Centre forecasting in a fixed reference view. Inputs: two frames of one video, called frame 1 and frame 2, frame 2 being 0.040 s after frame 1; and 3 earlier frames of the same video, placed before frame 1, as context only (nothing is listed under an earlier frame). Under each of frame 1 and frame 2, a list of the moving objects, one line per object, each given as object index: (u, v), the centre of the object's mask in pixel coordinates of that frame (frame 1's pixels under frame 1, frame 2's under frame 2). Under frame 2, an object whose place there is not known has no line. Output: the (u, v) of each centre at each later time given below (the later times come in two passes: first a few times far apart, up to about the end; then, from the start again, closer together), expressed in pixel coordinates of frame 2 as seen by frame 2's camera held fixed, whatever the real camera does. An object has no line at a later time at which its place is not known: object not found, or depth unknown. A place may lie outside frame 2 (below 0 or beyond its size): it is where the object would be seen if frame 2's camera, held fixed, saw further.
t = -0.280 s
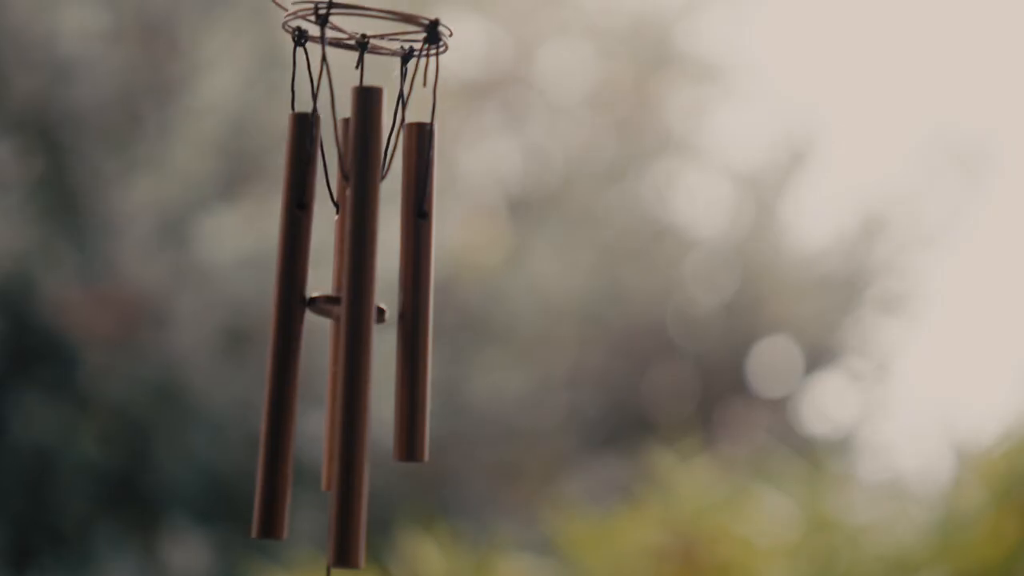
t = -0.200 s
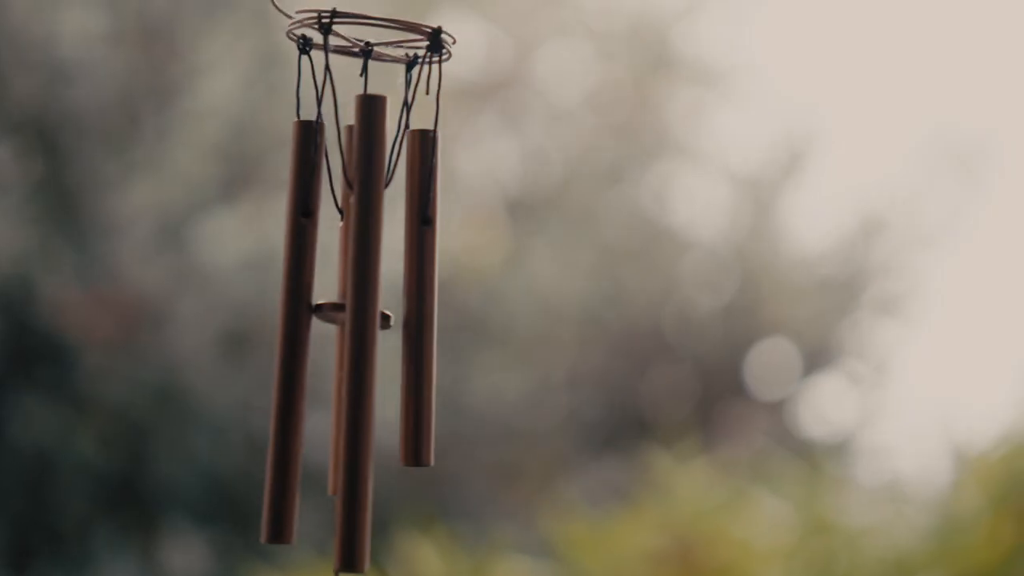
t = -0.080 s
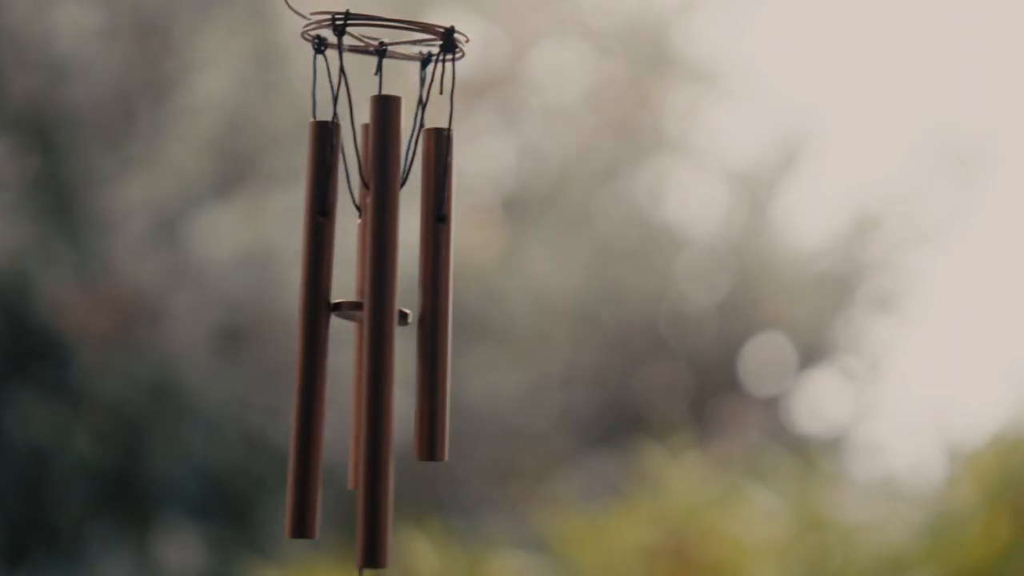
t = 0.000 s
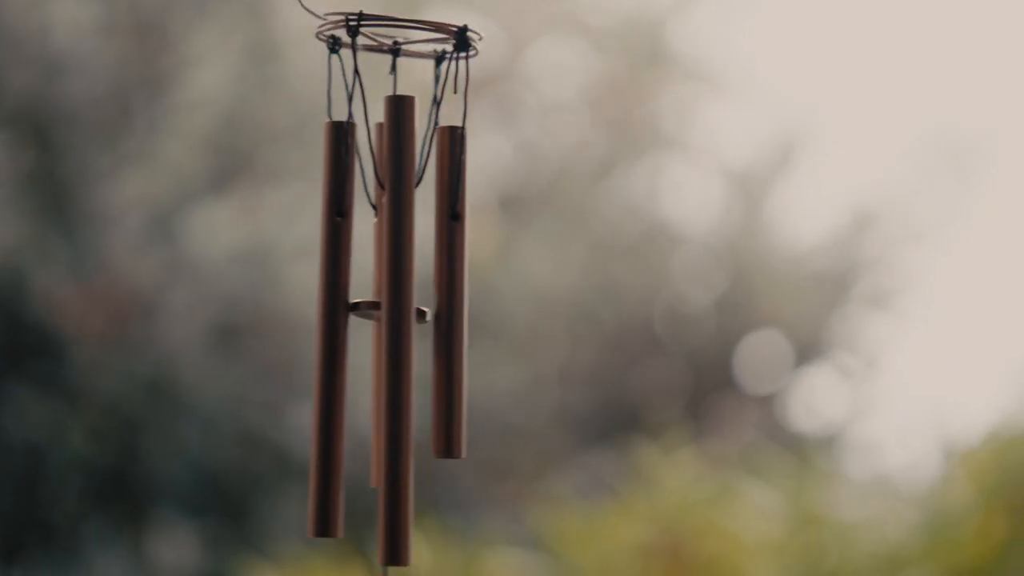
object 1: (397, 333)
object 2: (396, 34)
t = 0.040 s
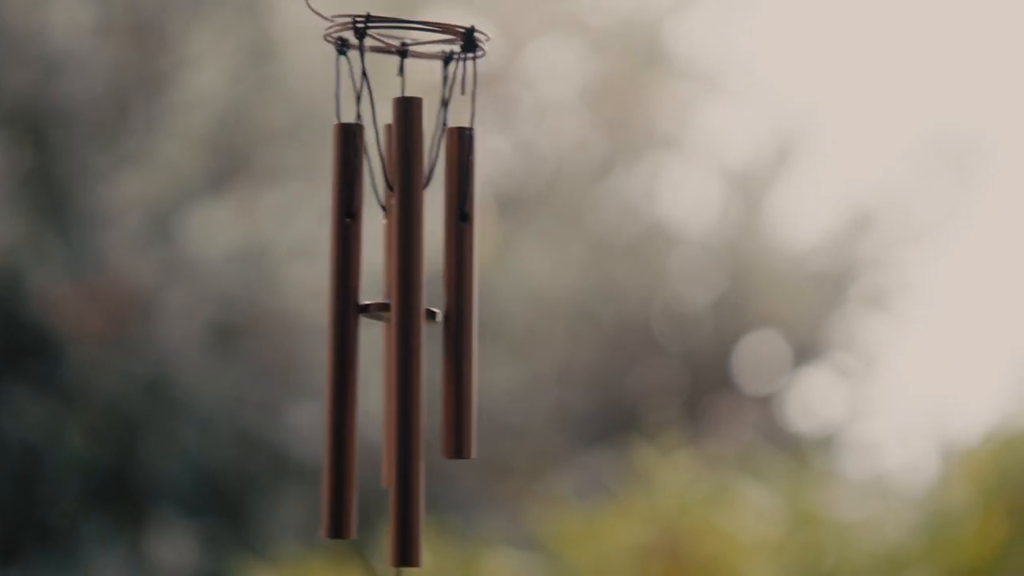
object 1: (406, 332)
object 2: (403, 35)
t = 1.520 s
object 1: (352, 341)
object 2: (344, 35)
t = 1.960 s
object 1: (466, 321)
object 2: (437, 22)
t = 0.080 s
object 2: (419, 34)
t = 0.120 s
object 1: (437, 336)
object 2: (427, 34)
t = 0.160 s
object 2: (438, 37)
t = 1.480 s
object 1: (339, 331)
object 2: (334, 30)
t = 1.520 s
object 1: (352, 341)
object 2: (344, 35)
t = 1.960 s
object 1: (466, 321)
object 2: (437, 22)
